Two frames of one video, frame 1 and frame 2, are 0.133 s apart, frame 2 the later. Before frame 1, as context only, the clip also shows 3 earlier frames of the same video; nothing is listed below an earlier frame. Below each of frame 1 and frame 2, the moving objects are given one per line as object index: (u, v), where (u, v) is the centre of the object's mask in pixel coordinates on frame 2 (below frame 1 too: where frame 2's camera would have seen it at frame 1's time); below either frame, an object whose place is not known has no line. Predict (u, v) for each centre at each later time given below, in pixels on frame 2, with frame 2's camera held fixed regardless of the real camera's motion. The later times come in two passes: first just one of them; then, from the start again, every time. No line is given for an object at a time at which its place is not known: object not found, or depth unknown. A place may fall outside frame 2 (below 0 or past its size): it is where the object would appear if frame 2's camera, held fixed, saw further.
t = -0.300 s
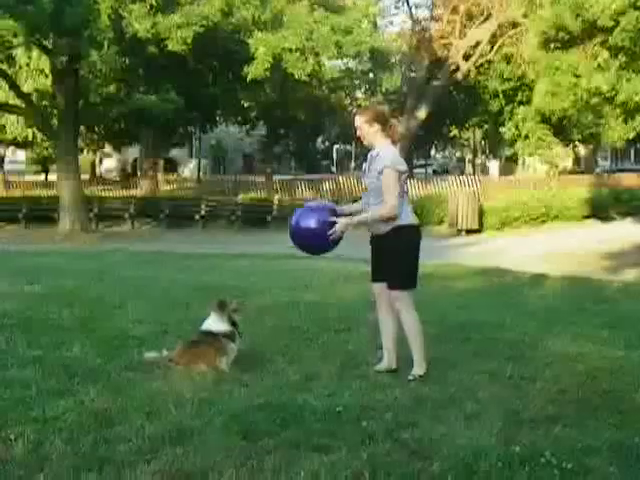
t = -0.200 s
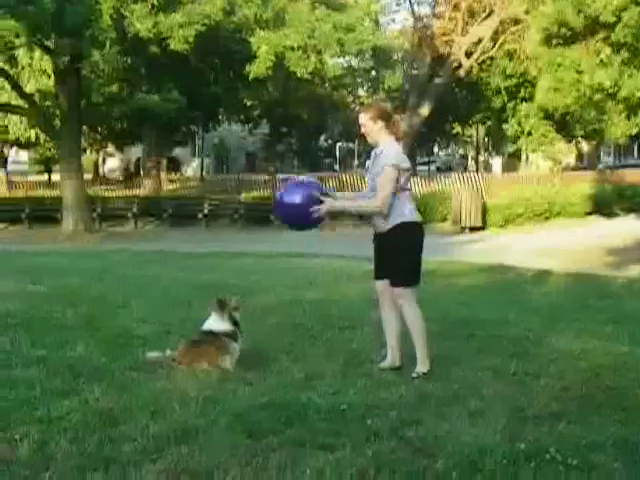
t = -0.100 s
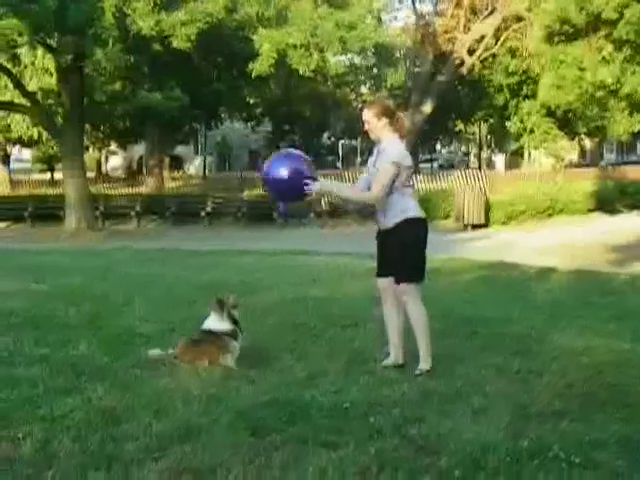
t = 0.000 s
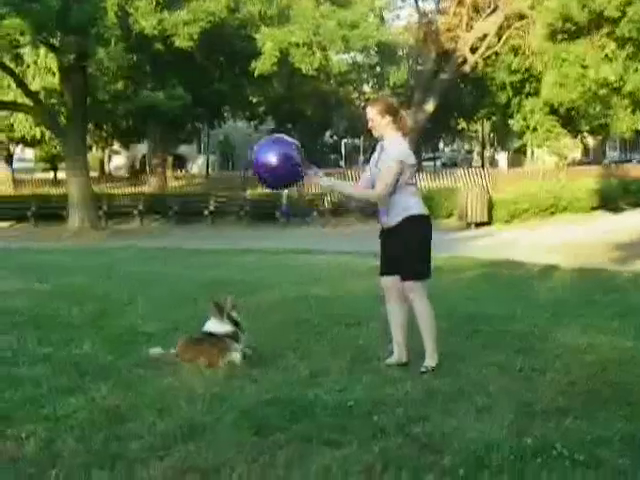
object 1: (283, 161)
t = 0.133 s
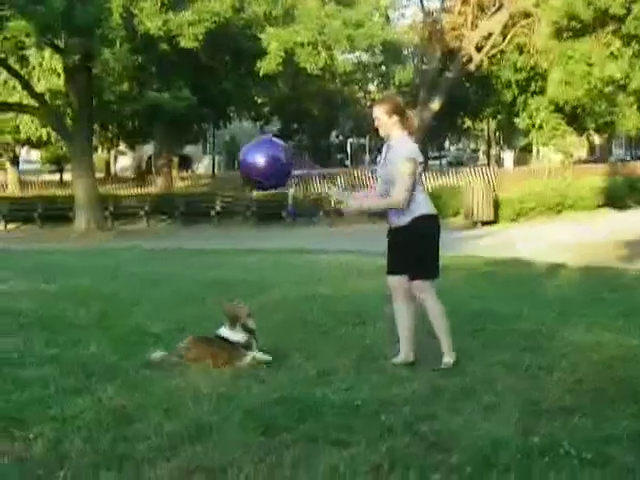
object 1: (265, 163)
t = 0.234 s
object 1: (252, 179)
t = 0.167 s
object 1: (262, 167)
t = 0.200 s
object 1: (257, 172)
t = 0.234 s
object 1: (252, 179)
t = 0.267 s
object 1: (248, 186)
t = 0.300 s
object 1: (244, 196)
